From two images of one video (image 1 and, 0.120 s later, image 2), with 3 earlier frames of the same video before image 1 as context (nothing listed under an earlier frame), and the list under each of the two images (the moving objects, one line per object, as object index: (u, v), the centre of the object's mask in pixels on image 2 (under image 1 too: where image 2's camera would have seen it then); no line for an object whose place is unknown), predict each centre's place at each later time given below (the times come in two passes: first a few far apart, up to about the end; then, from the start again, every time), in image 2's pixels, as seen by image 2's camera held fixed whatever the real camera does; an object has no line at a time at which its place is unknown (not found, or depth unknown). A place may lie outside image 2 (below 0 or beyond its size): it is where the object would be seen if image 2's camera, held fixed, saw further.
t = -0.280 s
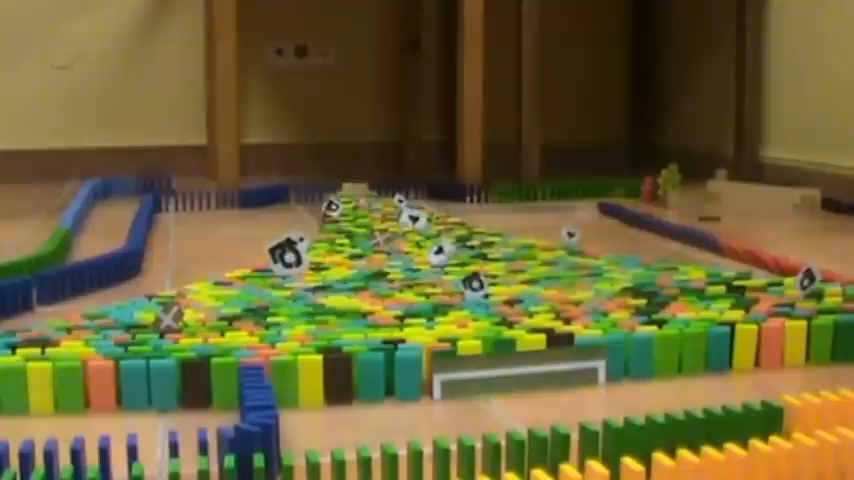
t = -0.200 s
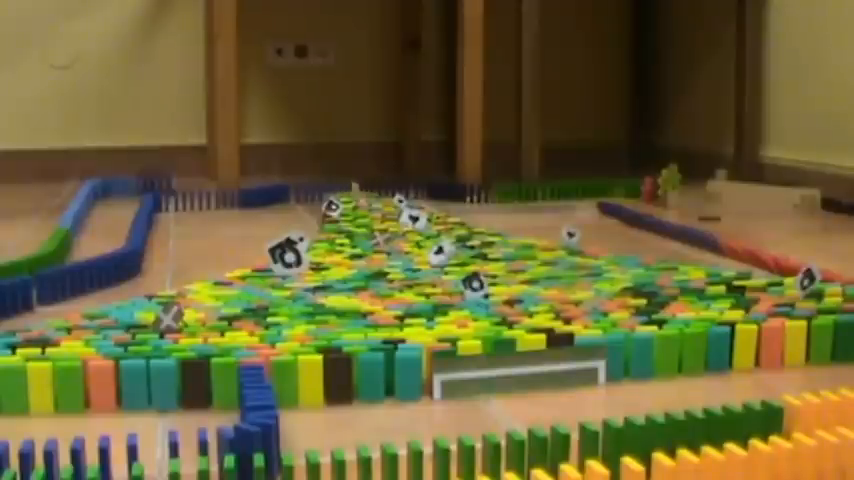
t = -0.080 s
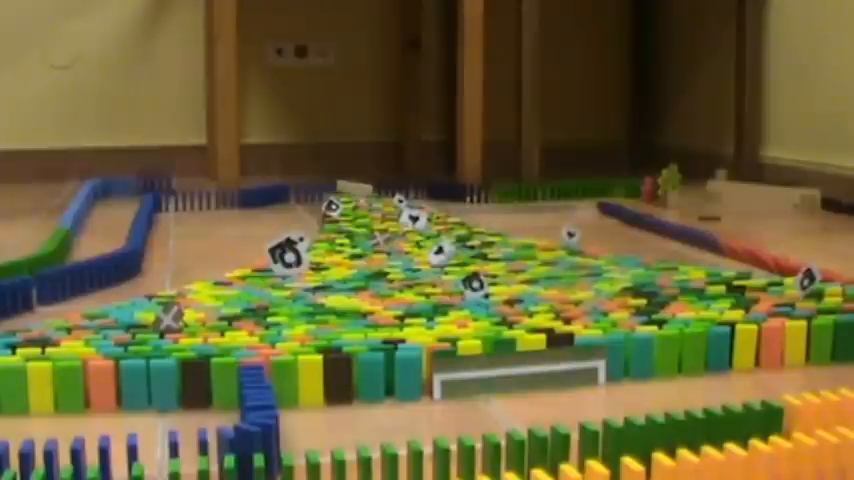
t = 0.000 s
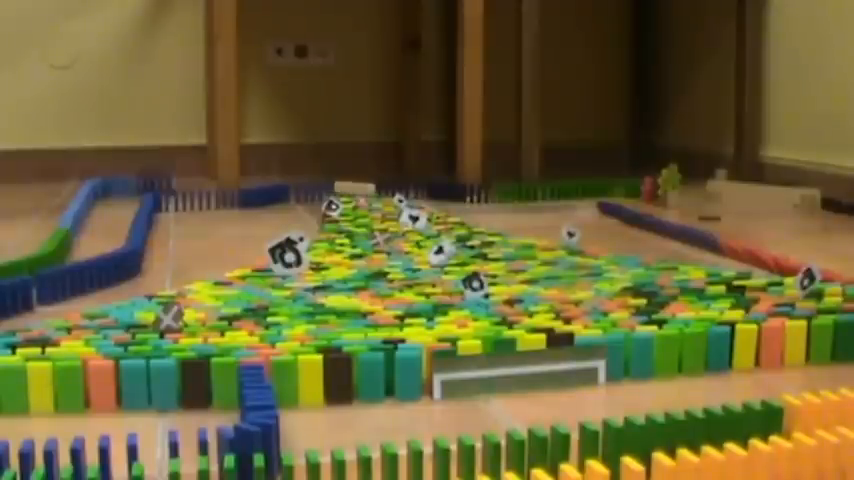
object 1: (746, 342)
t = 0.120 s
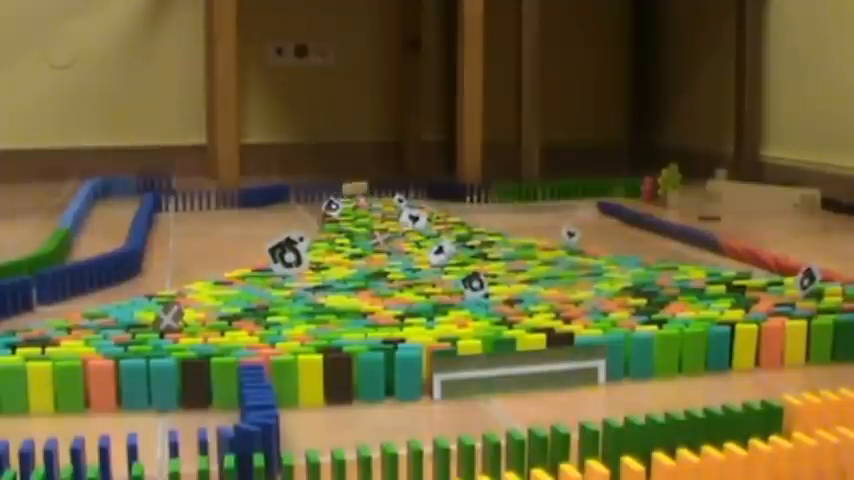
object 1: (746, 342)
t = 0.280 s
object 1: (746, 342)
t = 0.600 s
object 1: (746, 342)
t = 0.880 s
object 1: (746, 342)
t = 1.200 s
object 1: (746, 343)
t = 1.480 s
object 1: (746, 343)
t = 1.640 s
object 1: (754, 346)
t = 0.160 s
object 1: (746, 342)
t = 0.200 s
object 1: (746, 342)
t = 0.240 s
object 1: (746, 342)
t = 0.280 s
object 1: (746, 342)
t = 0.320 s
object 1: (746, 342)
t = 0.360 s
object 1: (746, 342)
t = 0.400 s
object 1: (746, 342)
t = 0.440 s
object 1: (746, 342)
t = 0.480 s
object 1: (746, 342)
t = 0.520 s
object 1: (746, 342)
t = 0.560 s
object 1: (746, 342)
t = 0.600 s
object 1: (746, 342)
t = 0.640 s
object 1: (746, 342)
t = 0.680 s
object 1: (746, 342)
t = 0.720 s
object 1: (746, 342)
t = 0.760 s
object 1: (746, 343)
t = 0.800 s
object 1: (746, 342)
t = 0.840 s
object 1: (746, 343)
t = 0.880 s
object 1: (746, 342)
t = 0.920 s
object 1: (746, 343)
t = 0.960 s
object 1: (746, 343)
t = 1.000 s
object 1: (746, 343)
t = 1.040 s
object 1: (746, 343)
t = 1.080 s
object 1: (746, 343)
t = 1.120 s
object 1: (746, 343)
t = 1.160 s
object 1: (746, 343)
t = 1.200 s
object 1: (746, 343)
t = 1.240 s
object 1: (746, 343)
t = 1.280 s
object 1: (746, 343)
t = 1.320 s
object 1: (746, 342)
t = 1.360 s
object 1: (746, 343)
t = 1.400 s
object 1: (746, 343)
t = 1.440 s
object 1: (746, 343)
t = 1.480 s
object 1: (746, 343)
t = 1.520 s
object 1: (746, 343)
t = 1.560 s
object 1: (746, 343)
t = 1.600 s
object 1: (745, 347)
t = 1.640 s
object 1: (754, 346)
